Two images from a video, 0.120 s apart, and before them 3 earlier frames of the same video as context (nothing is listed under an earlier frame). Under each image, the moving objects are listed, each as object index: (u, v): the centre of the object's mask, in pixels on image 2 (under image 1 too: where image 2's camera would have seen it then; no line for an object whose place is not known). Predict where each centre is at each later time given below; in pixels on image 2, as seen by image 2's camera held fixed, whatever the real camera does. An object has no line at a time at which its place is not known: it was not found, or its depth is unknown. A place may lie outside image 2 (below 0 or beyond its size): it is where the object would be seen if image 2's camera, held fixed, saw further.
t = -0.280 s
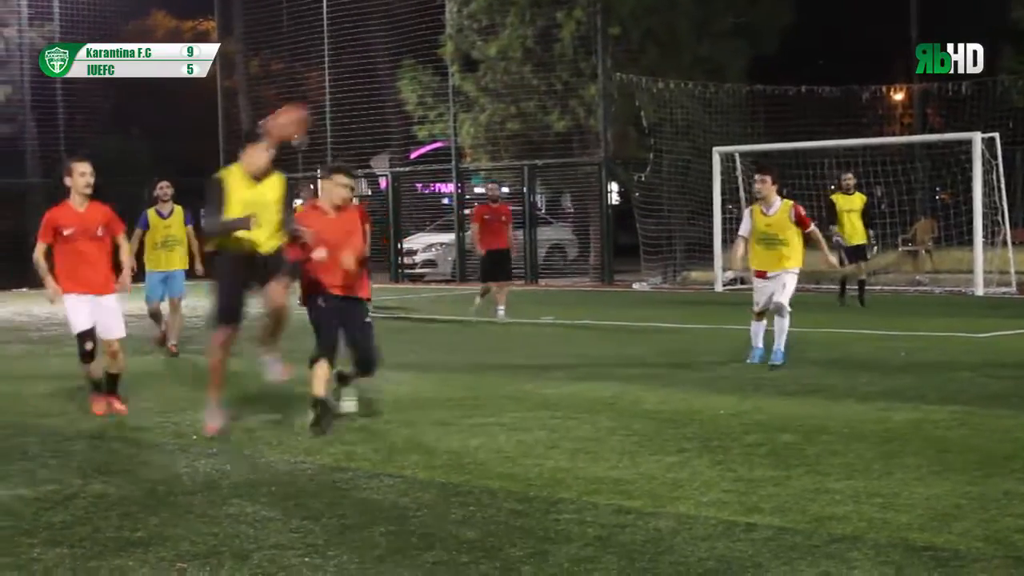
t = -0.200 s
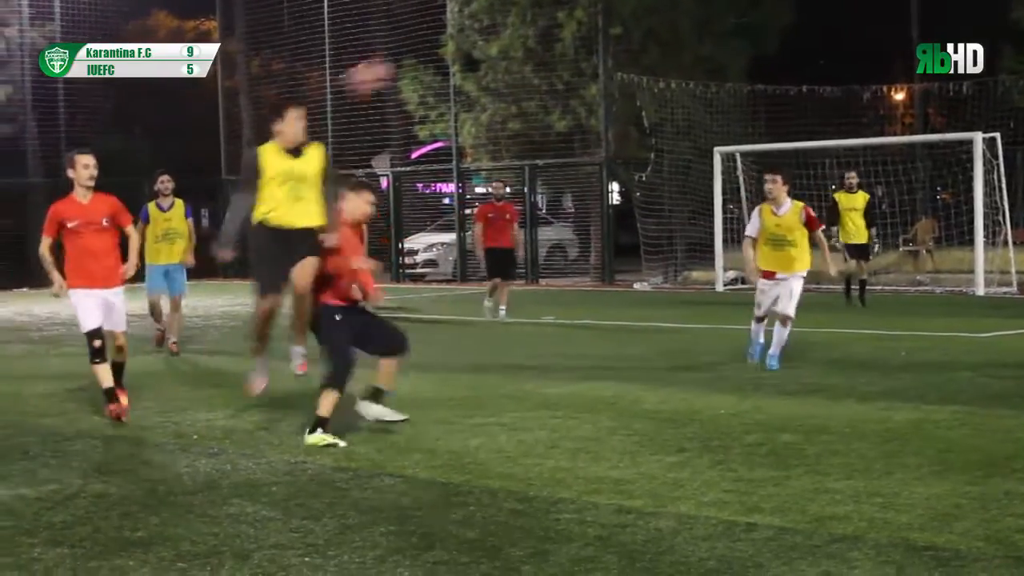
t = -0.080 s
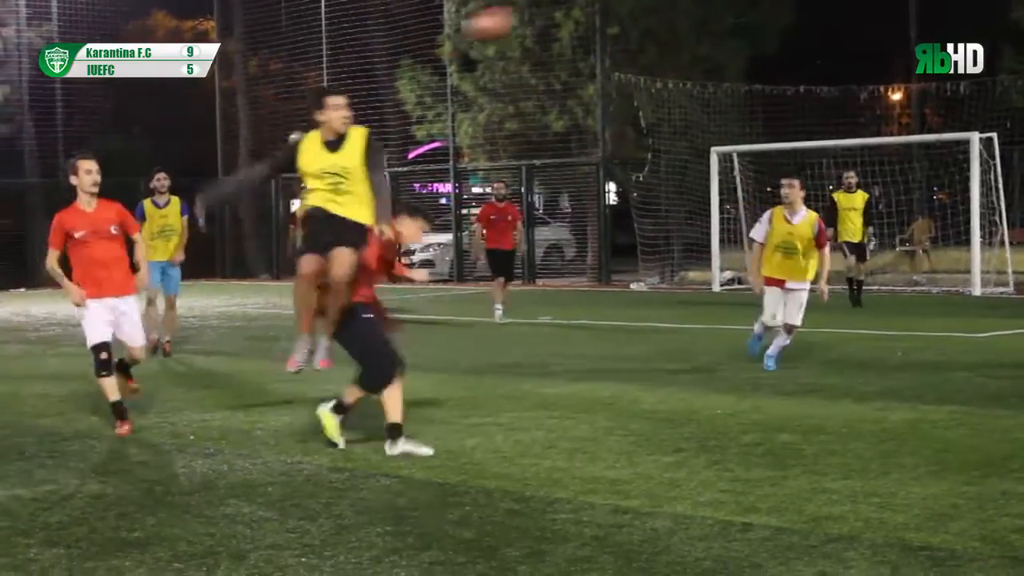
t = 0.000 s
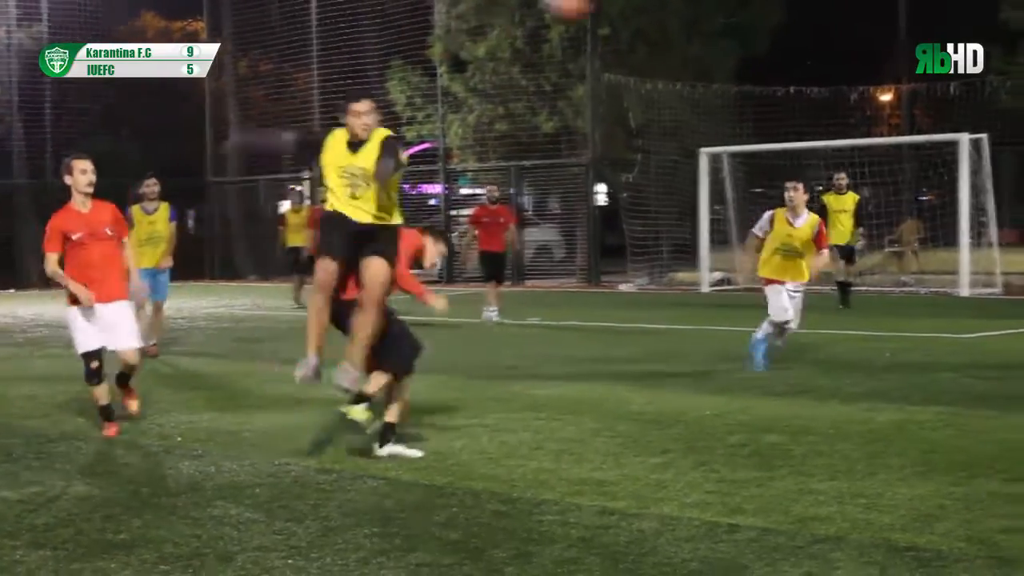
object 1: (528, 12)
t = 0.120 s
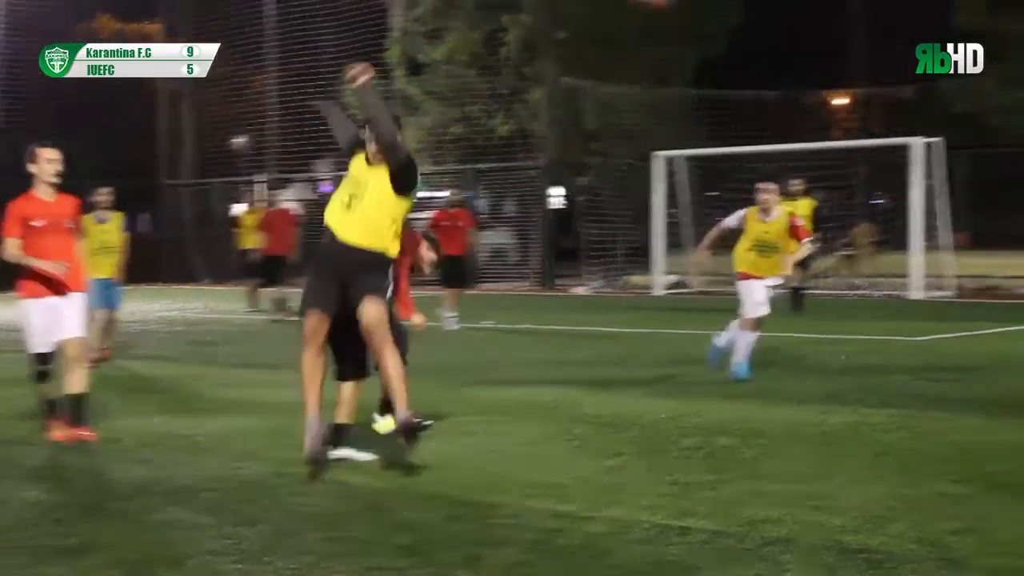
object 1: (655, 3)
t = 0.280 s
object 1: (819, 16)
